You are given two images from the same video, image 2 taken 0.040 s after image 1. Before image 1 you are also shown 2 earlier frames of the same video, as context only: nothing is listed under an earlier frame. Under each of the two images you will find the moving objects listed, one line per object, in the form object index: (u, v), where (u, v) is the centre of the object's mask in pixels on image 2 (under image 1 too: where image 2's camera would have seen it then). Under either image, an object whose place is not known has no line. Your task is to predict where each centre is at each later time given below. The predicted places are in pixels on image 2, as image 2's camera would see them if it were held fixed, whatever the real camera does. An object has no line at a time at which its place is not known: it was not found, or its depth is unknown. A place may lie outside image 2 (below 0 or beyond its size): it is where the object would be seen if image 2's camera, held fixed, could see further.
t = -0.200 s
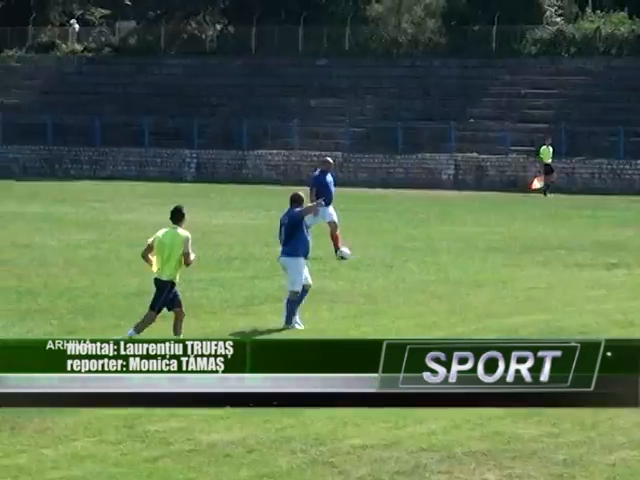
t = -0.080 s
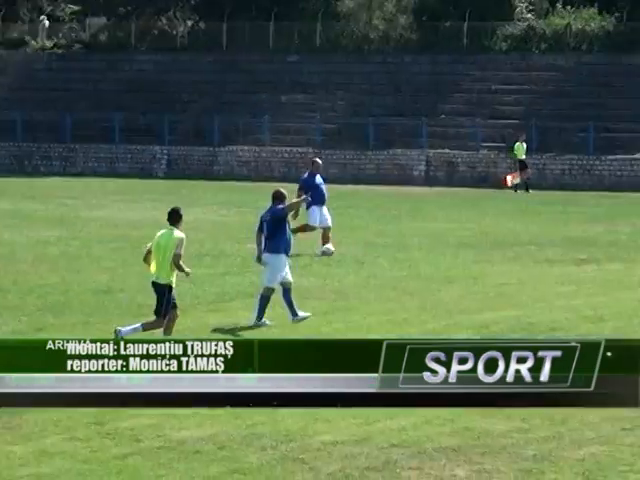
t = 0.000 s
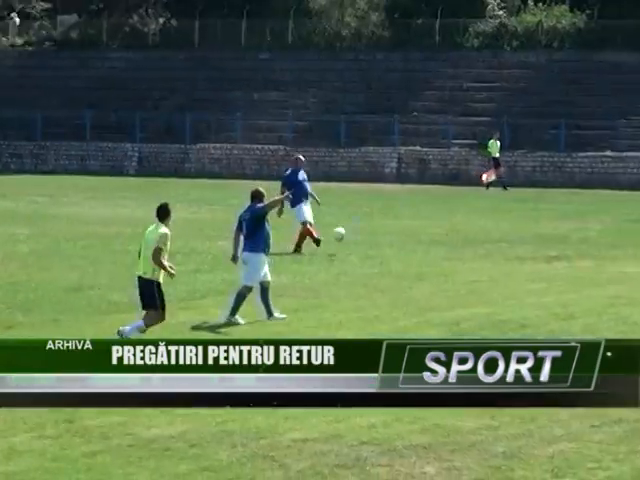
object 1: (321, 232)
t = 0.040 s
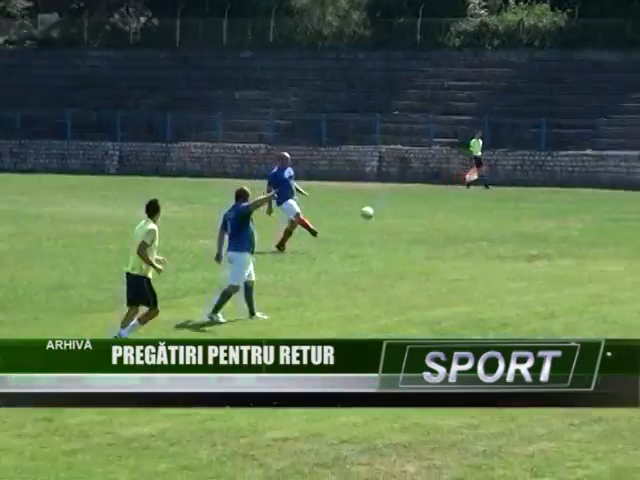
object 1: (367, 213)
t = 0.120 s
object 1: (447, 179)
